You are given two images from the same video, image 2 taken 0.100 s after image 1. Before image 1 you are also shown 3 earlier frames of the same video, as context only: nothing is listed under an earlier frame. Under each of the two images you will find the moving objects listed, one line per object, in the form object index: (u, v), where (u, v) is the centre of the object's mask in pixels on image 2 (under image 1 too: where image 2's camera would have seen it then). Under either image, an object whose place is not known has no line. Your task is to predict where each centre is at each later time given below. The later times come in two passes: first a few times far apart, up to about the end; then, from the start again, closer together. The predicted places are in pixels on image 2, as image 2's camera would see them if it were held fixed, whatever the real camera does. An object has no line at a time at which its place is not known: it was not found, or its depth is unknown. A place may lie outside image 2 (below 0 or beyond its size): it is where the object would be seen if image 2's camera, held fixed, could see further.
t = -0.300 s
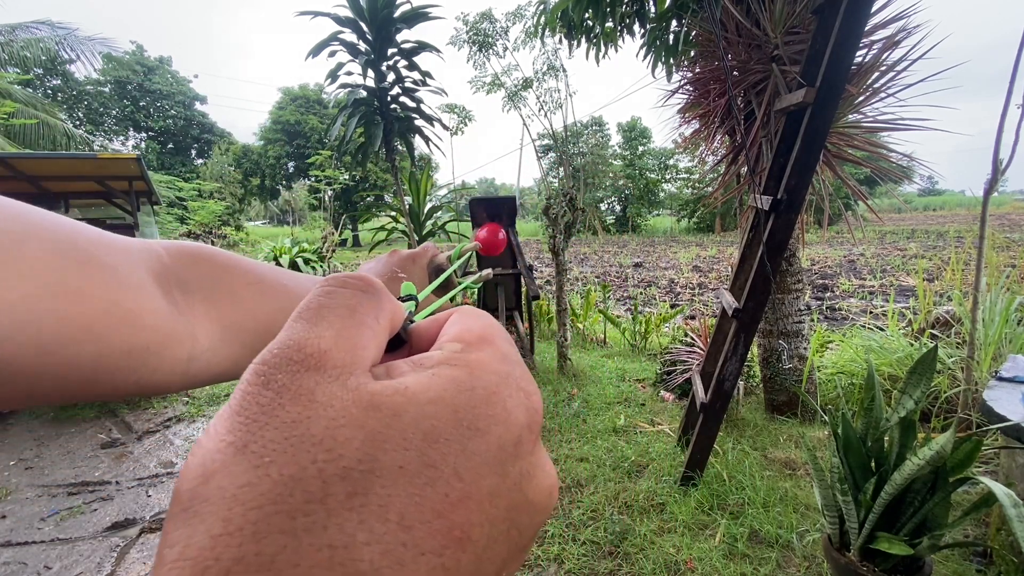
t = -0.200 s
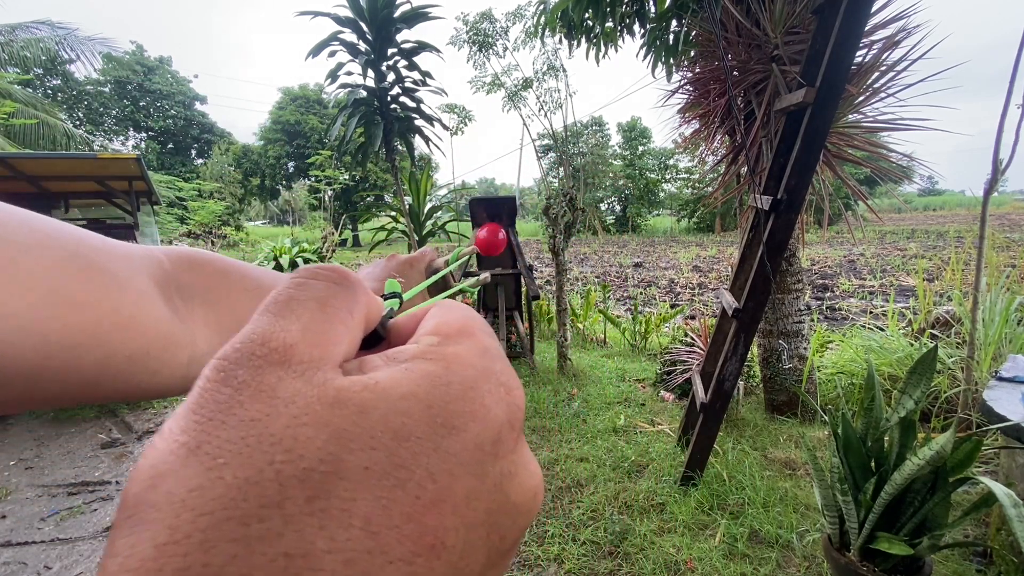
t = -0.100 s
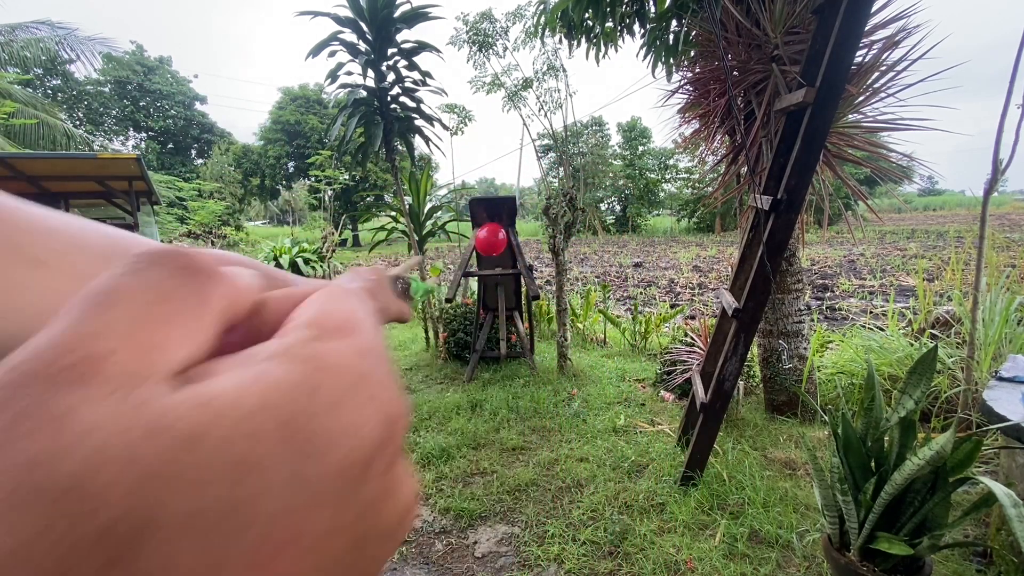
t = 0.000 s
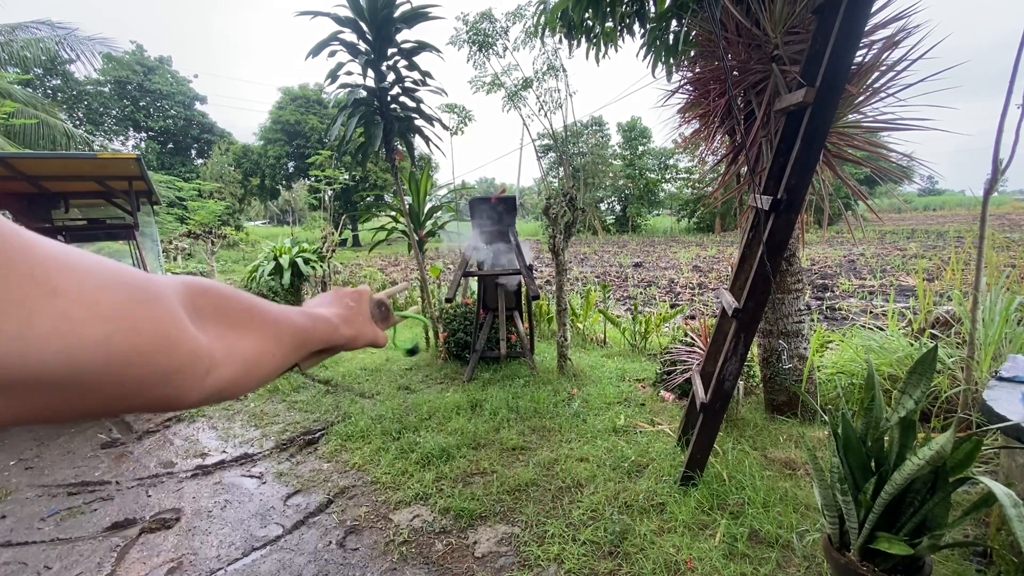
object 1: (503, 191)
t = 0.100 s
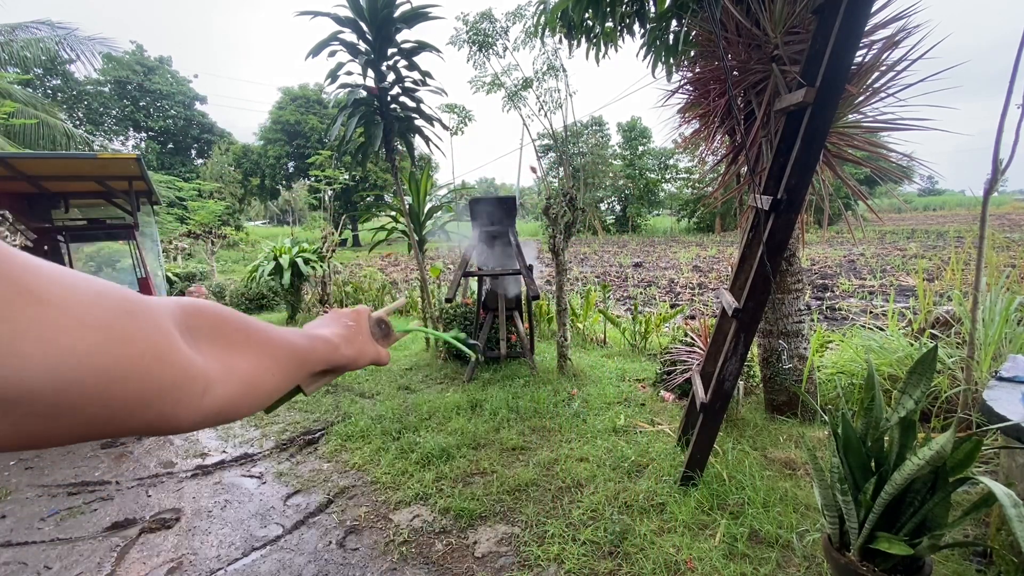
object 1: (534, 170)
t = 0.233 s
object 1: (572, 175)
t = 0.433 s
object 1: (613, 252)
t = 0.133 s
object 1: (543, 170)
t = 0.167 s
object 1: (553, 170)
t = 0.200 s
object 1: (563, 171)
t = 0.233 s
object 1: (572, 175)
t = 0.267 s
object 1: (582, 181)
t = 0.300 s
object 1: (592, 193)
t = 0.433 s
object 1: (613, 252)
